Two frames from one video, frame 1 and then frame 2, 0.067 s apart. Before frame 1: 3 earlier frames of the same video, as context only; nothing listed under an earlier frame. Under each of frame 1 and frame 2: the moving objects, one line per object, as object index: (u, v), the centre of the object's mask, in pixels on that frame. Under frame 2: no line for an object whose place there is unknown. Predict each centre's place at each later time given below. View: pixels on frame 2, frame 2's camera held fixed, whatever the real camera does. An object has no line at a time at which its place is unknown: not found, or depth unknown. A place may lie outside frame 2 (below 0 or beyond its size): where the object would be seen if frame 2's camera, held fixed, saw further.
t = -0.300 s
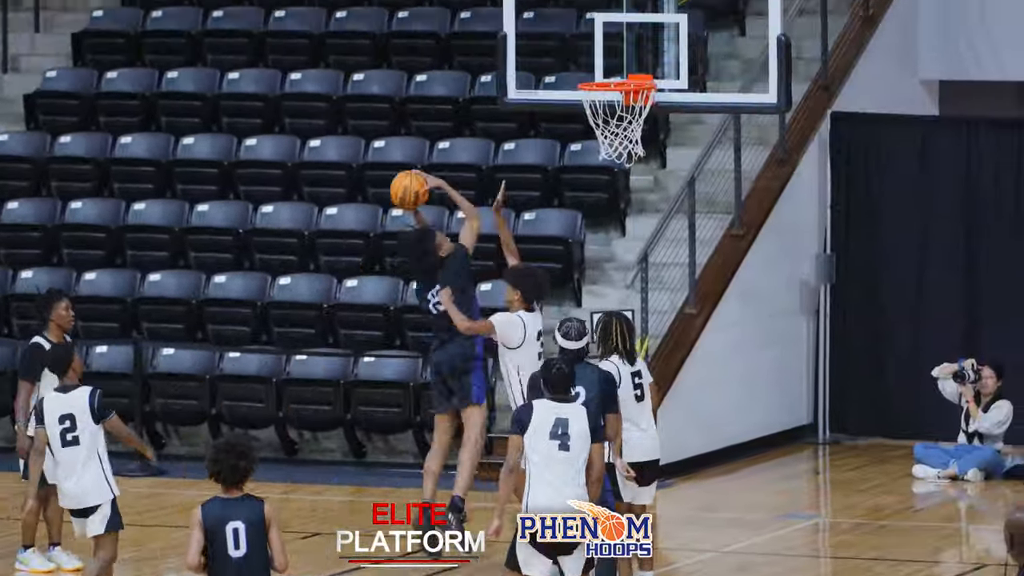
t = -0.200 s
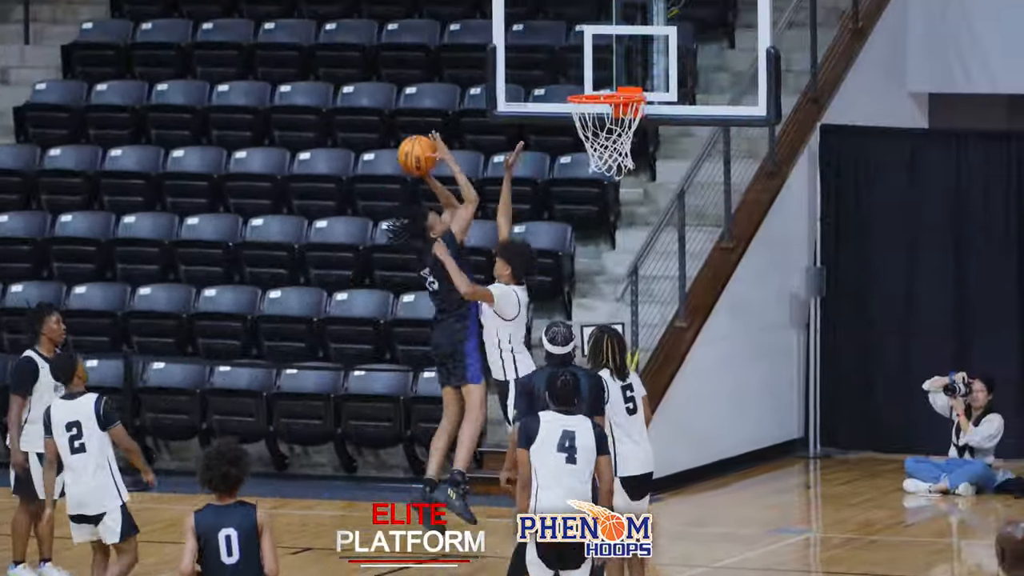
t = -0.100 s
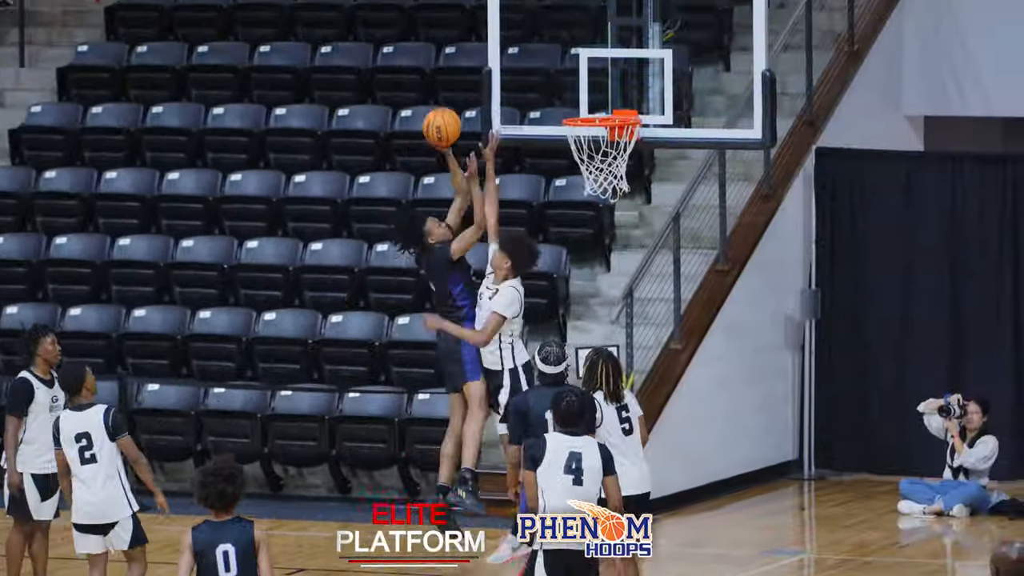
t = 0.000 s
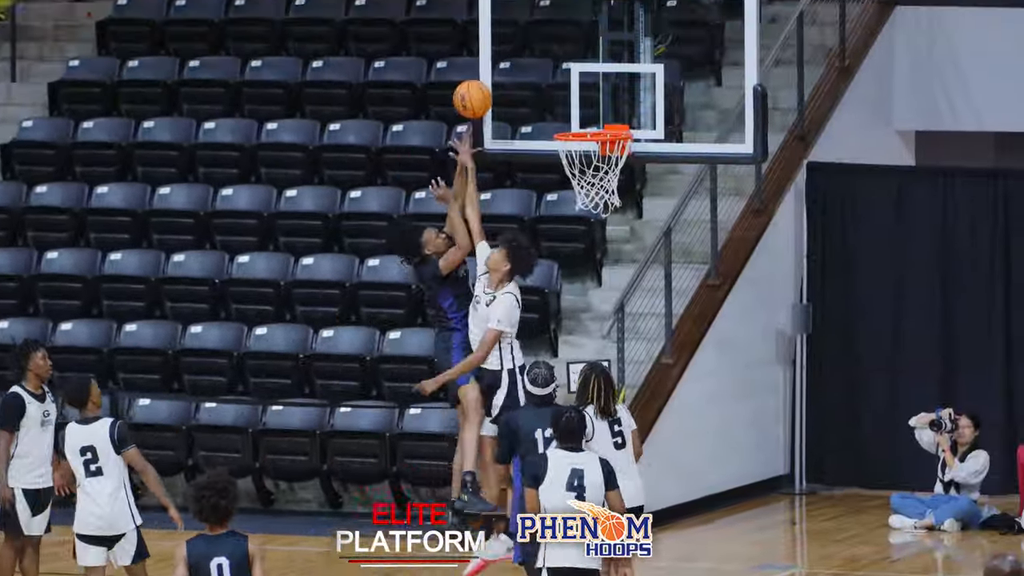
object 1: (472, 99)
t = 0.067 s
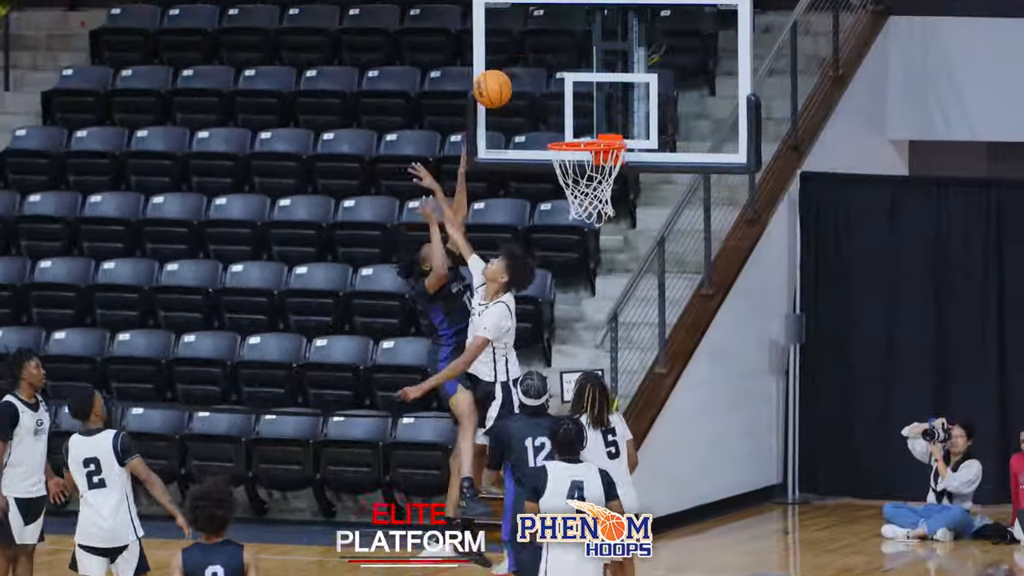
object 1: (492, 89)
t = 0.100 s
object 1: (506, 81)
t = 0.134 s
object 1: (517, 77)
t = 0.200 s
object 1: (526, 73)
